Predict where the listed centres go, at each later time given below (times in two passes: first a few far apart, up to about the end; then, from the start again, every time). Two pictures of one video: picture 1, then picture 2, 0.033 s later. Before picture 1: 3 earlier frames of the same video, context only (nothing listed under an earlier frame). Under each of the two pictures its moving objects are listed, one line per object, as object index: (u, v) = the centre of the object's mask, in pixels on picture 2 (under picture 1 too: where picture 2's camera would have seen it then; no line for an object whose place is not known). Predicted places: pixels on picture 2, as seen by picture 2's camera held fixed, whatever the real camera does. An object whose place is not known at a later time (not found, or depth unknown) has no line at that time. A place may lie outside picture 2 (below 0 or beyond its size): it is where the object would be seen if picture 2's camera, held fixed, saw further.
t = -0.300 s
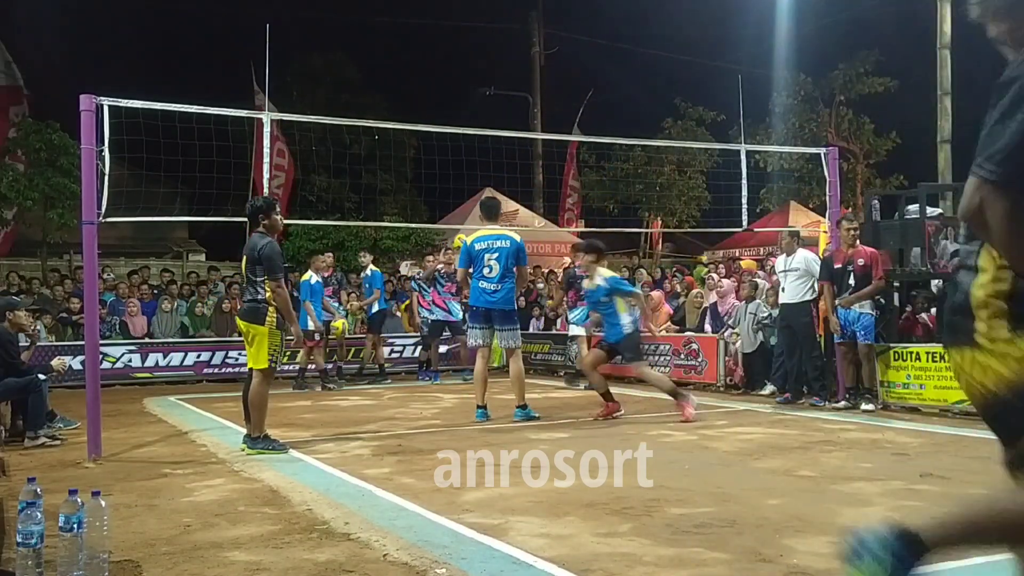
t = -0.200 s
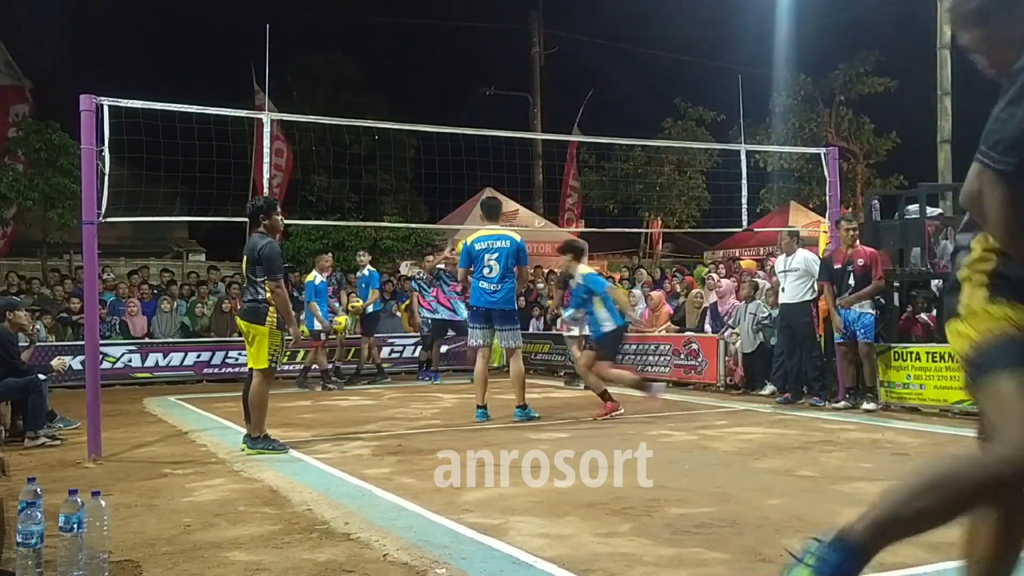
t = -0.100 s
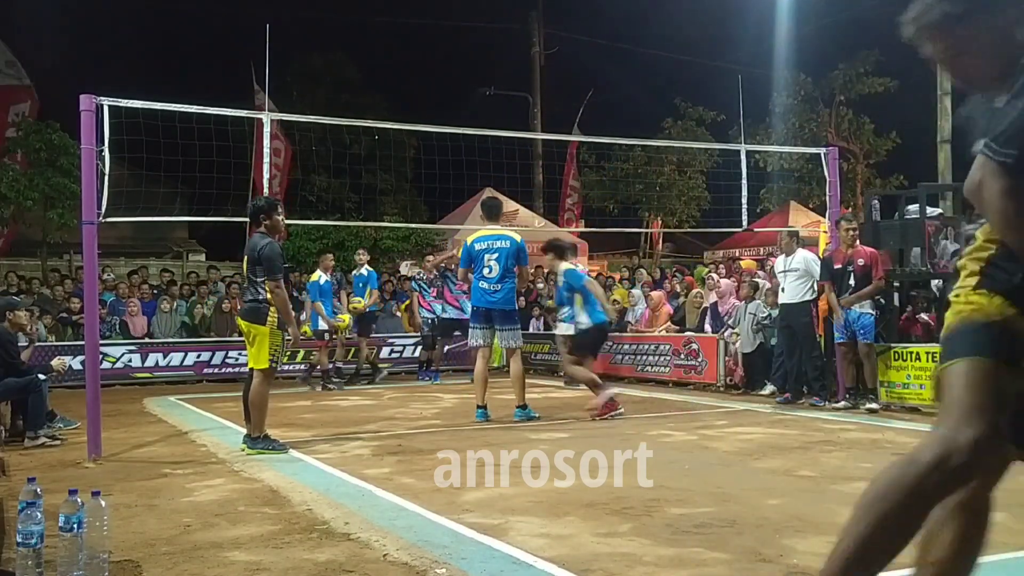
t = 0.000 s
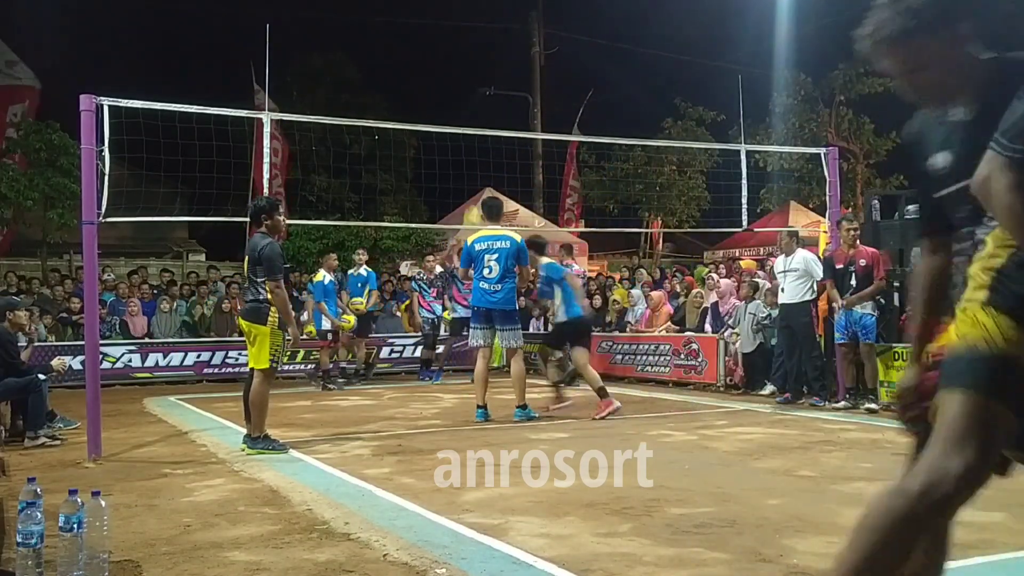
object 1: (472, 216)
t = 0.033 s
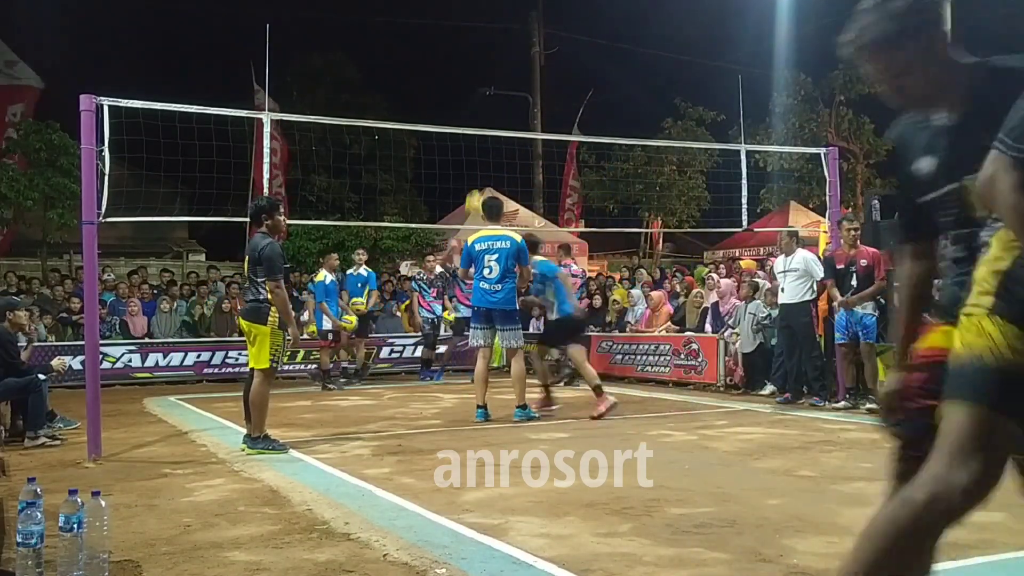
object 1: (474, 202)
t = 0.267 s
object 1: (492, 116)
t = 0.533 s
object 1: (518, 71)
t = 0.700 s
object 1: (538, 75)
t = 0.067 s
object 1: (476, 186)
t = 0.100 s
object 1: (478, 174)
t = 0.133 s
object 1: (481, 161)
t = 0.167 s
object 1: (483, 149)
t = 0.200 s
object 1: (486, 137)
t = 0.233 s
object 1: (489, 122)
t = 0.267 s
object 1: (492, 116)
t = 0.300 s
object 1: (495, 107)
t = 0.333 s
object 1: (498, 99)
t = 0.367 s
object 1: (501, 92)
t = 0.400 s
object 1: (504, 86)
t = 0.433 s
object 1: (507, 81)
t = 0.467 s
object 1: (511, 77)
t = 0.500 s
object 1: (514, 73)
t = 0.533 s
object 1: (518, 71)
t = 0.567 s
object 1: (522, 70)
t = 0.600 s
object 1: (526, 69)
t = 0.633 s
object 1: (530, 70)
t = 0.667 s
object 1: (534, 72)
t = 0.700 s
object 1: (538, 75)
